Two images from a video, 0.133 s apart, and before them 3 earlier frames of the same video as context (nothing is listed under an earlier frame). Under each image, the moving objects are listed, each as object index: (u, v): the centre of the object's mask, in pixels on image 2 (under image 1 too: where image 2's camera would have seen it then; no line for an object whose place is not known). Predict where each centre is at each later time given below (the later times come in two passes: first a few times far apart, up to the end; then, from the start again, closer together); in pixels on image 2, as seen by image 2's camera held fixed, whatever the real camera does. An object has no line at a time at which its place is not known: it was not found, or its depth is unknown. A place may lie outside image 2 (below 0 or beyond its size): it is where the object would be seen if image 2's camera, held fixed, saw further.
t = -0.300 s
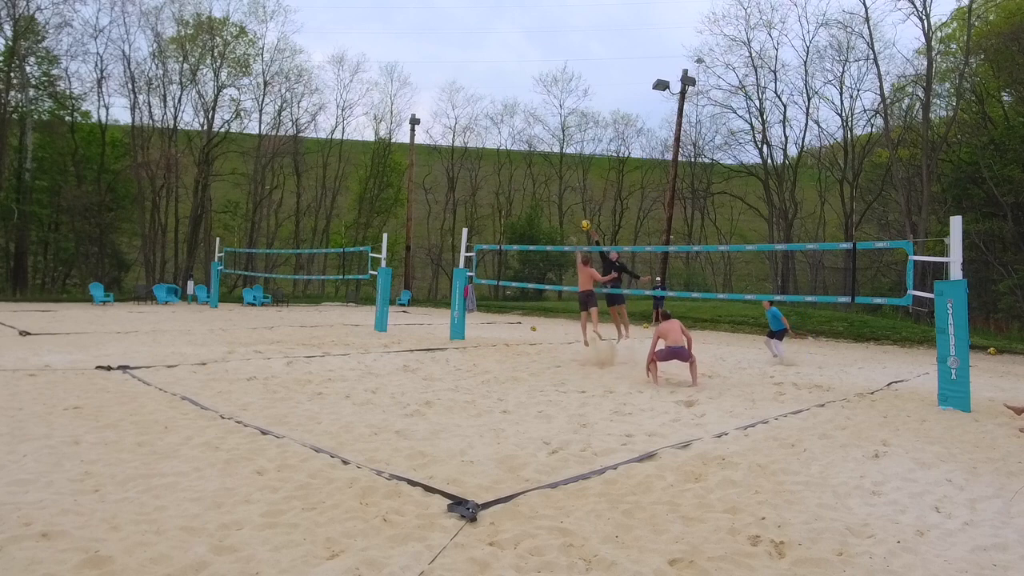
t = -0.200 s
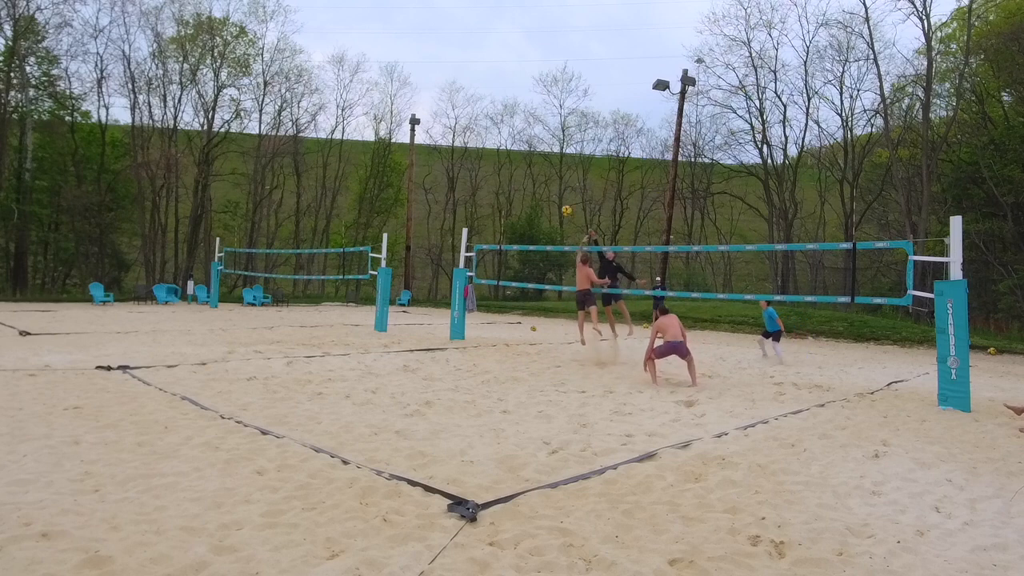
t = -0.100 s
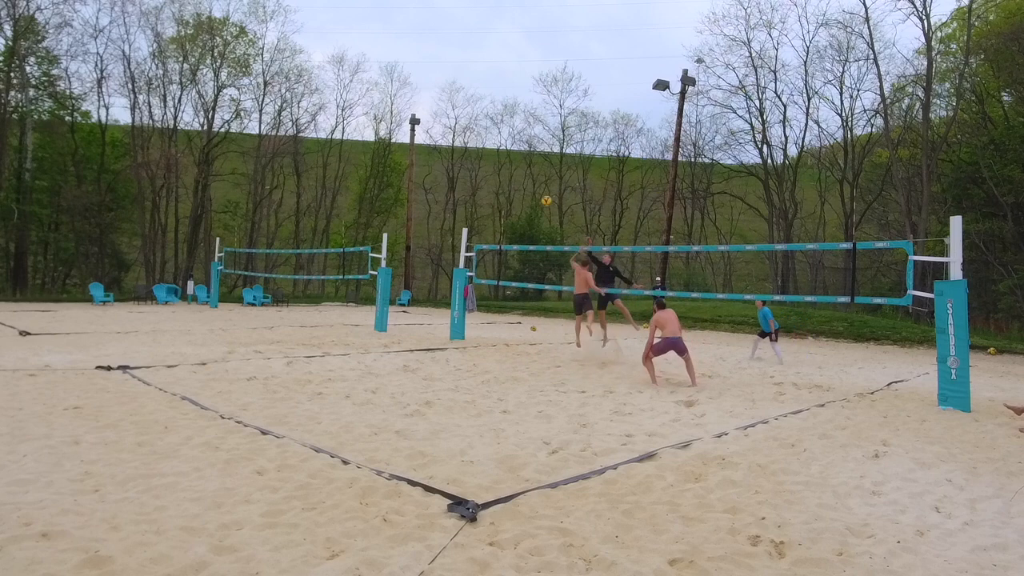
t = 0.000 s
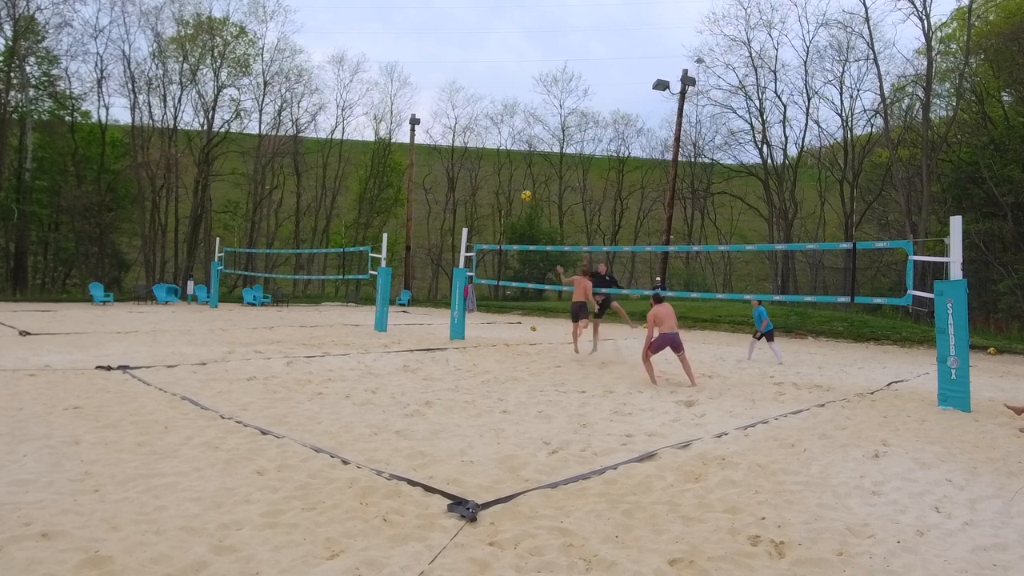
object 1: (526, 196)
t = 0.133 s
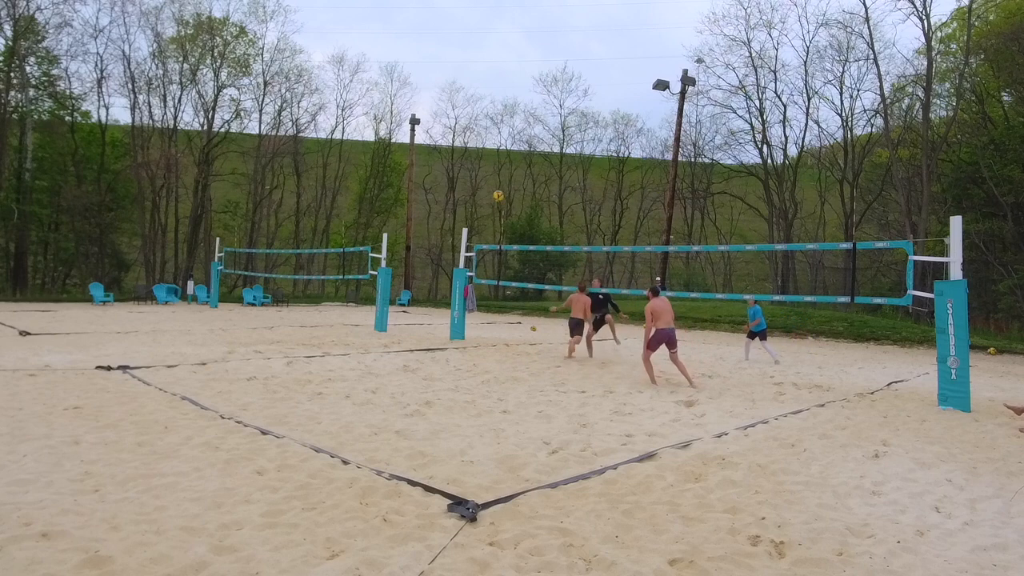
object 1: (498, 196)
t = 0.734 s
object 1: (366, 309)
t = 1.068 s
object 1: (317, 321)
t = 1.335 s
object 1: (288, 315)
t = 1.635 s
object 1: (255, 349)
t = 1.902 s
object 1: (242, 347)
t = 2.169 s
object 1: (231, 346)
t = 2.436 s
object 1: (221, 346)
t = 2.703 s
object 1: (215, 345)
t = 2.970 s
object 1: (213, 344)
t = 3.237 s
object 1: (212, 343)
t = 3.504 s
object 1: (211, 343)
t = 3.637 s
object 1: (210, 343)
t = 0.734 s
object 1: (366, 309)
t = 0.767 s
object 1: (359, 321)
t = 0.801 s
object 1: (351, 334)
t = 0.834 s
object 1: (344, 347)
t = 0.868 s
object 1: (339, 349)
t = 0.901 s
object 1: (335, 344)
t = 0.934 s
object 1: (331, 338)
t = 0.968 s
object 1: (328, 333)
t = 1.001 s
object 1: (325, 328)
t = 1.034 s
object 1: (321, 324)
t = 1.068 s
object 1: (317, 321)
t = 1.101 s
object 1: (314, 318)
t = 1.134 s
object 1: (310, 316)
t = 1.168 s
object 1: (306, 315)
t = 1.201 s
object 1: (303, 314)
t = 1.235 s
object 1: (299, 313)
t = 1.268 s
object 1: (296, 313)
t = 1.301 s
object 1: (292, 314)
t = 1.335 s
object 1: (288, 315)
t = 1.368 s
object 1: (284, 317)
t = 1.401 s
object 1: (280, 319)
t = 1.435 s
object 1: (277, 322)
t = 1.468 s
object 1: (273, 325)
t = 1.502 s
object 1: (269, 330)
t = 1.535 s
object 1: (266, 334)
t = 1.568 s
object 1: (262, 339)
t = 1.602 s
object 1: (258, 346)
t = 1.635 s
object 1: (255, 349)
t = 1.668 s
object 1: (253, 348)
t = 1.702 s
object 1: (252, 347)
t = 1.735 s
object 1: (250, 346)
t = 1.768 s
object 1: (248, 346)
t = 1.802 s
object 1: (247, 347)
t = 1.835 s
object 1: (245, 347)
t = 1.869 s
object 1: (243, 347)
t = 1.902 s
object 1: (242, 347)
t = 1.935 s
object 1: (240, 346)
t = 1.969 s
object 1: (239, 346)
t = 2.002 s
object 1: (238, 346)
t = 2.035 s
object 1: (236, 347)
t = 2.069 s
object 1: (235, 347)
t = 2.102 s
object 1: (234, 346)
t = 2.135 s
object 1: (232, 346)
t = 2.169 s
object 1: (231, 346)
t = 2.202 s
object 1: (229, 346)
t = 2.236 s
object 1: (227, 346)
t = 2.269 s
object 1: (226, 346)
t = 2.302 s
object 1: (225, 346)
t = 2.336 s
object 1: (224, 346)
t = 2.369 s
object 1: (223, 346)
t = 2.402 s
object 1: (222, 346)
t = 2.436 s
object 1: (221, 346)
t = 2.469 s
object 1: (220, 346)
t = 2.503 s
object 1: (219, 346)
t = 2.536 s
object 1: (218, 346)
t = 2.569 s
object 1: (218, 346)
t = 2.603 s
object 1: (217, 346)
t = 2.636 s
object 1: (216, 346)
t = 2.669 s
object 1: (215, 346)
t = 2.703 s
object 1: (215, 345)
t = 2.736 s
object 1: (214, 345)
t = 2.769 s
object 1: (214, 344)
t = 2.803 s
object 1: (213, 345)
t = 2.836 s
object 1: (213, 344)
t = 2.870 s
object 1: (213, 344)
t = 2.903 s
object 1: (213, 344)
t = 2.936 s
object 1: (213, 344)
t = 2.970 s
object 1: (213, 344)
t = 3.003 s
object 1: (213, 344)
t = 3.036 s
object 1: (213, 344)
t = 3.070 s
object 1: (213, 344)
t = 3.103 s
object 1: (213, 343)
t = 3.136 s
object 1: (212, 344)
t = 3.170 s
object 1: (212, 343)
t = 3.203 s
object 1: (212, 344)
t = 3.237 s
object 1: (212, 343)
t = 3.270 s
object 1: (212, 343)
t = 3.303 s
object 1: (212, 343)
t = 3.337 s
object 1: (212, 343)
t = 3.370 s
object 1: (212, 343)
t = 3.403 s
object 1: (211, 343)
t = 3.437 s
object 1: (211, 343)
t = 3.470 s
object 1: (211, 343)
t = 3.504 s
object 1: (211, 343)
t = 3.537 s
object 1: (211, 343)
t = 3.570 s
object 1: (211, 343)
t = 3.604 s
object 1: (210, 344)
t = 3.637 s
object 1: (210, 343)
